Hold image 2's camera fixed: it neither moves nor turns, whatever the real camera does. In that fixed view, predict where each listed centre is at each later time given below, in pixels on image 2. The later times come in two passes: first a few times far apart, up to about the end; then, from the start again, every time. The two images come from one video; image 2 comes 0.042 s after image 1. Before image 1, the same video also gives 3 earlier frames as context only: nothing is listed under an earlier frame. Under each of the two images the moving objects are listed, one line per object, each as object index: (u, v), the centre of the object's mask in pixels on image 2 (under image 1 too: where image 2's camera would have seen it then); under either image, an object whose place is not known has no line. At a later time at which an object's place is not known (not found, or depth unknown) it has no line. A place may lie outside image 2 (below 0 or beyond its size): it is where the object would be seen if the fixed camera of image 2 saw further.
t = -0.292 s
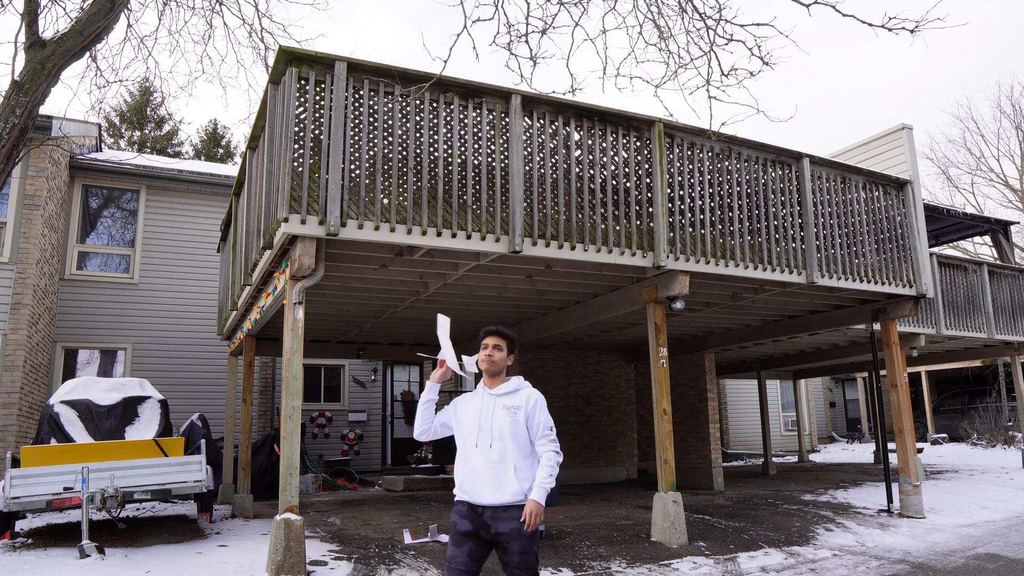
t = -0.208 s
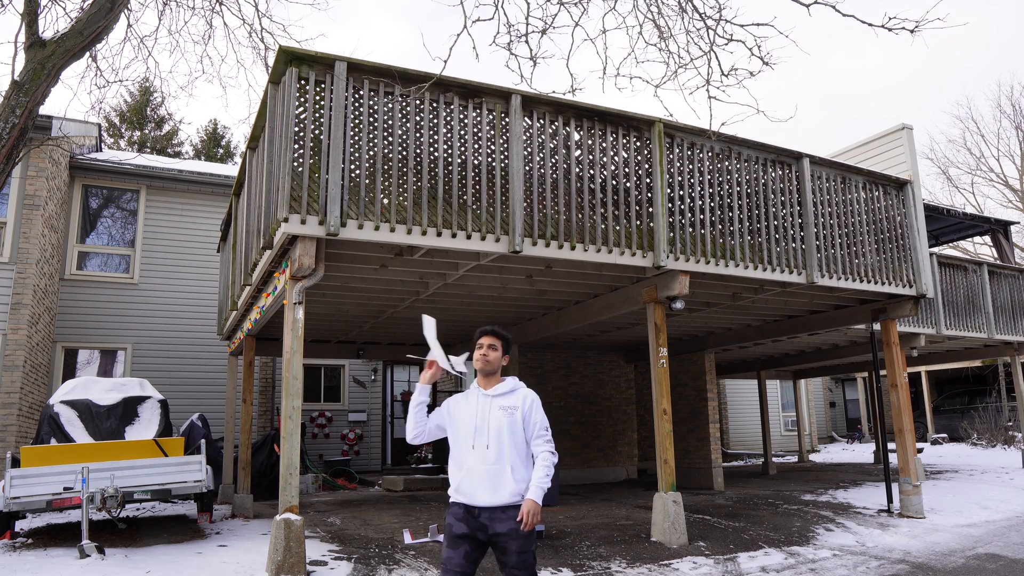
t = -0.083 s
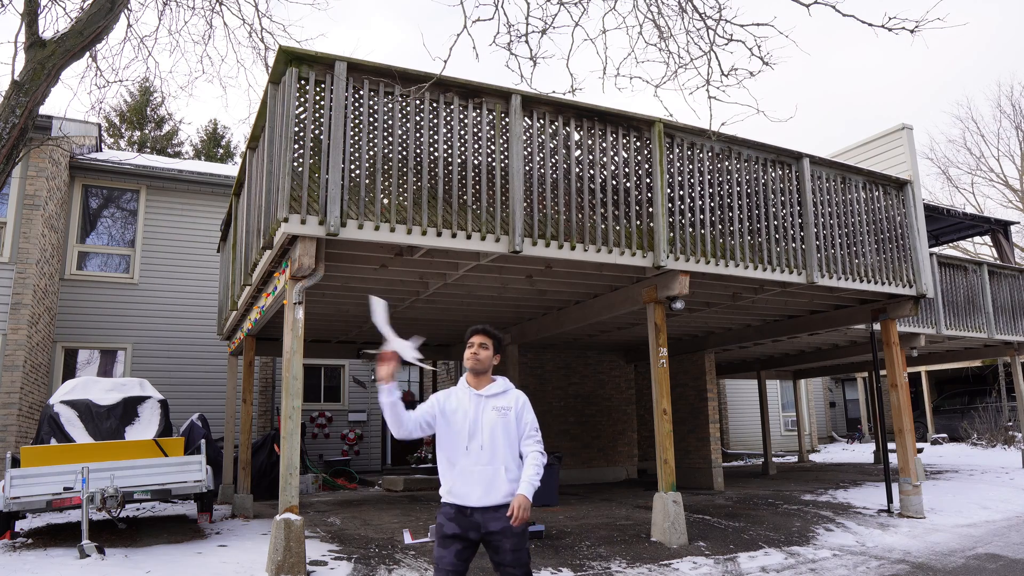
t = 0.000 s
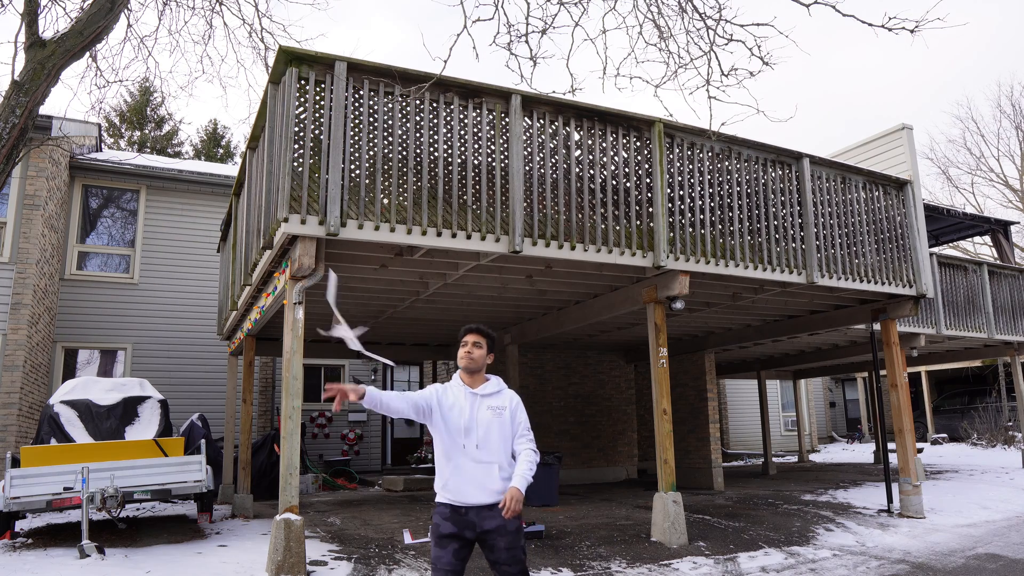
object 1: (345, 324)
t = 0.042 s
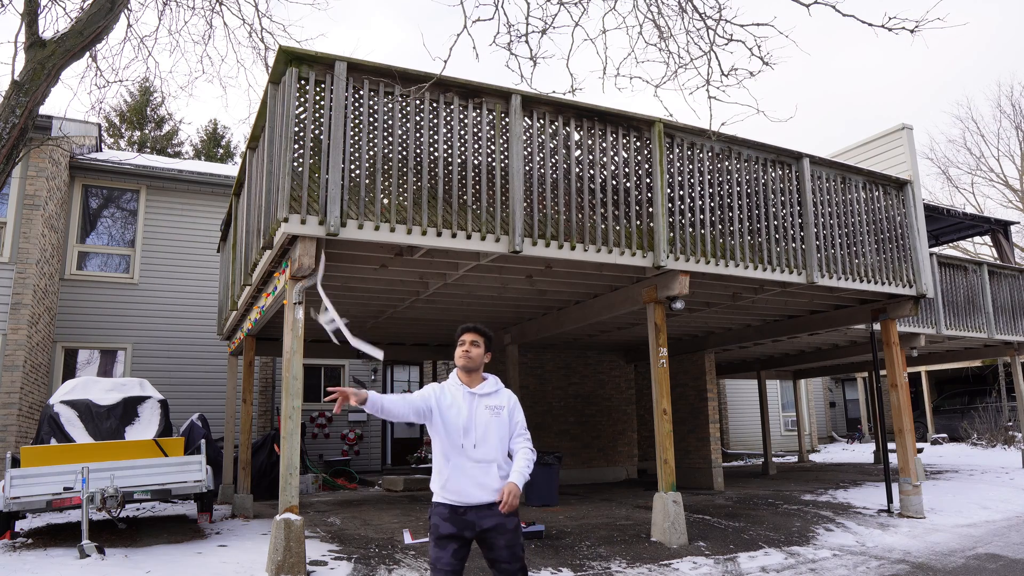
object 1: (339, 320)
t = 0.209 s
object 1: (418, 227)
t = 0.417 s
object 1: (673, 136)
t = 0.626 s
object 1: (810, 186)
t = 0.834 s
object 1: (807, 251)
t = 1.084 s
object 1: (718, 350)
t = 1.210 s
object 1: (660, 389)
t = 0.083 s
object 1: (341, 306)
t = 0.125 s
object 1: (354, 282)
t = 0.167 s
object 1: (380, 256)
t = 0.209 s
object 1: (418, 227)
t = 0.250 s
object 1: (464, 198)
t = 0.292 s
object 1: (518, 172)
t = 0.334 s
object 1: (575, 157)
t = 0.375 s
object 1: (626, 148)
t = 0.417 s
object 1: (673, 136)
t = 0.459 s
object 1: (716, 132)
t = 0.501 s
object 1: (752, 141)
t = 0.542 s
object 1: (780, 146)
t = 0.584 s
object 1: (795, 179)
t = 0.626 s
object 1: (810, 186)
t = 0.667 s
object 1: (819, 194)
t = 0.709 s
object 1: (826, 196)
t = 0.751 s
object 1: (824, 214)
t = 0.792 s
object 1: (820, 228)
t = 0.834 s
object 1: (807, 251)
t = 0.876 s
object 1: (795, 269)
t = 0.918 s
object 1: (781, 286)
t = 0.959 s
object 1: (765, 304)
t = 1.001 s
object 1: (750, 320)
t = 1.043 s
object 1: (734, 336)
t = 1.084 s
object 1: (718, 350)
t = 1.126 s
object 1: (701, 363)
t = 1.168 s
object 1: (682, 376)
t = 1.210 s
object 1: (660, 389)
